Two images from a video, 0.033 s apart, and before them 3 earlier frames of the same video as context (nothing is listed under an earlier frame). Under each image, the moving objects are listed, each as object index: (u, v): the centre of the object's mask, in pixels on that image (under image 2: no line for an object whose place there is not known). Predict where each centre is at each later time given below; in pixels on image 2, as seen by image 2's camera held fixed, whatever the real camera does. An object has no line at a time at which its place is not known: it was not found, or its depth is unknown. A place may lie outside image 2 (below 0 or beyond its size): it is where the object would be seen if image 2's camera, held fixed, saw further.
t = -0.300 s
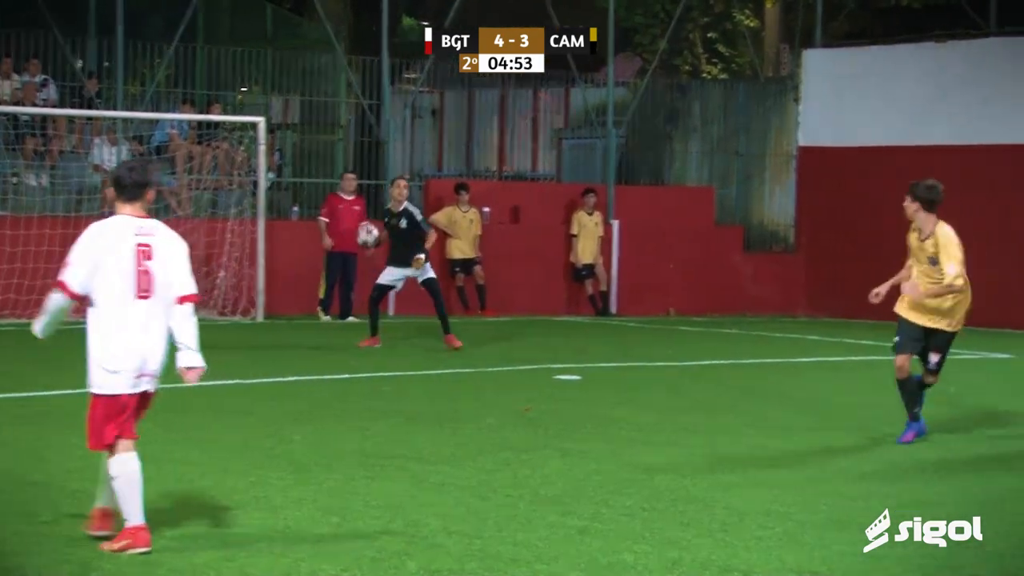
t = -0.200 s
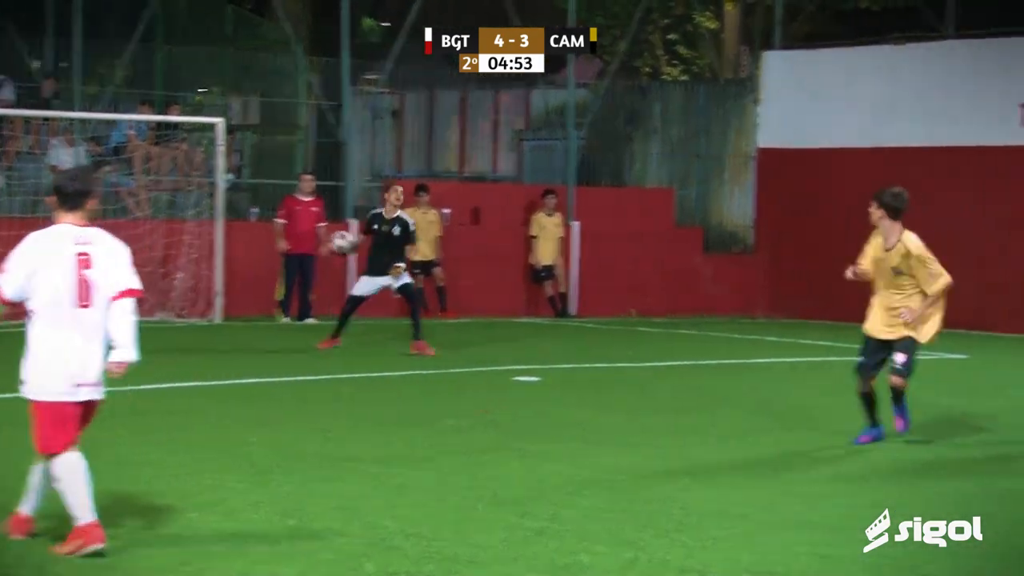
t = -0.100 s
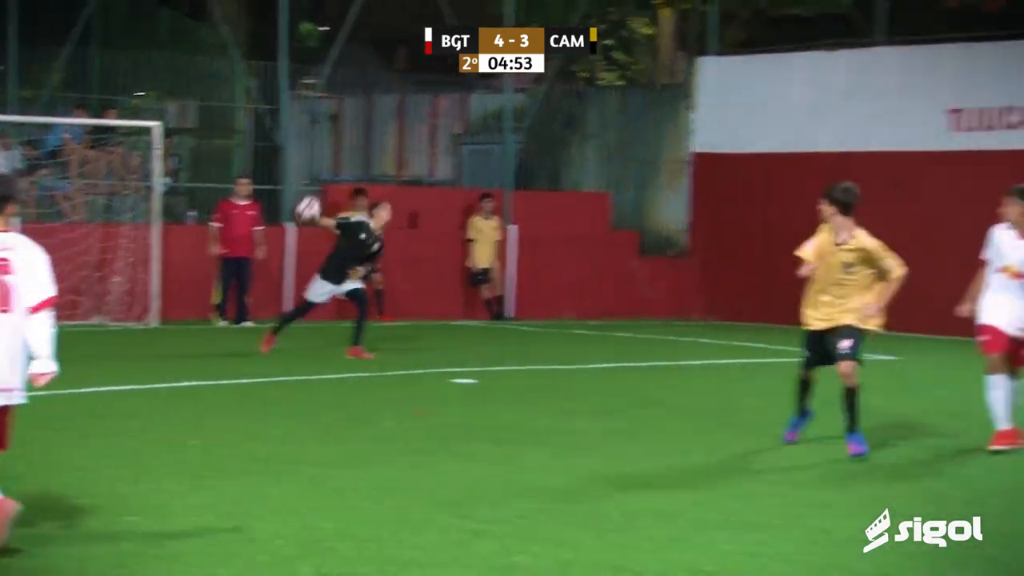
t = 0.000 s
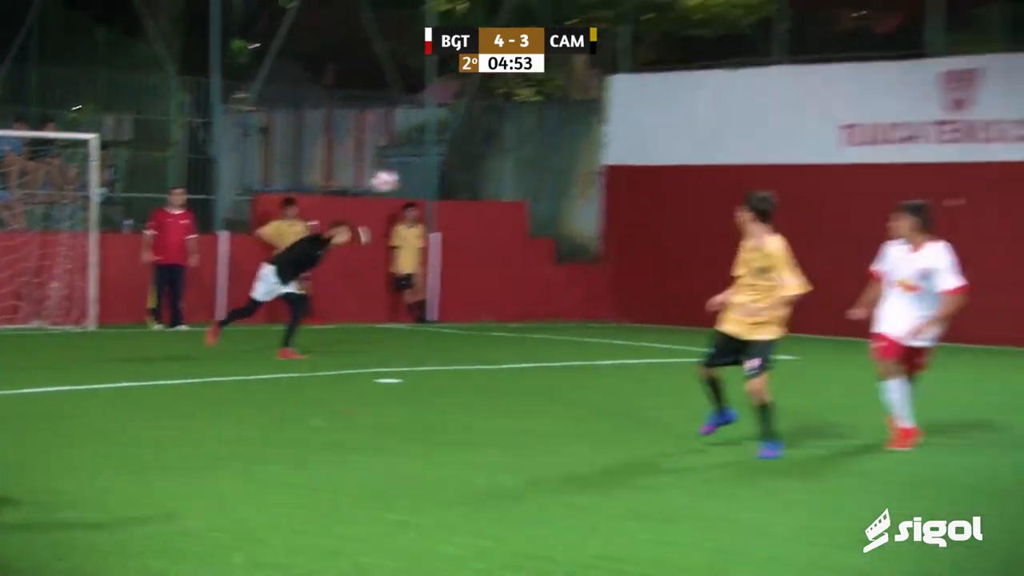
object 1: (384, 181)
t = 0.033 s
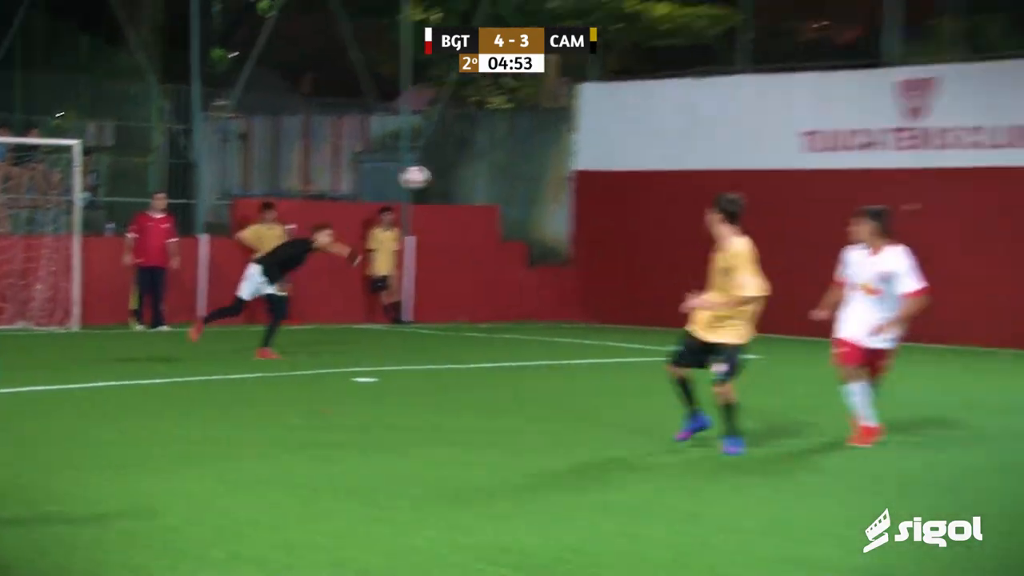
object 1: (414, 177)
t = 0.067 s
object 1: (468, 168)
